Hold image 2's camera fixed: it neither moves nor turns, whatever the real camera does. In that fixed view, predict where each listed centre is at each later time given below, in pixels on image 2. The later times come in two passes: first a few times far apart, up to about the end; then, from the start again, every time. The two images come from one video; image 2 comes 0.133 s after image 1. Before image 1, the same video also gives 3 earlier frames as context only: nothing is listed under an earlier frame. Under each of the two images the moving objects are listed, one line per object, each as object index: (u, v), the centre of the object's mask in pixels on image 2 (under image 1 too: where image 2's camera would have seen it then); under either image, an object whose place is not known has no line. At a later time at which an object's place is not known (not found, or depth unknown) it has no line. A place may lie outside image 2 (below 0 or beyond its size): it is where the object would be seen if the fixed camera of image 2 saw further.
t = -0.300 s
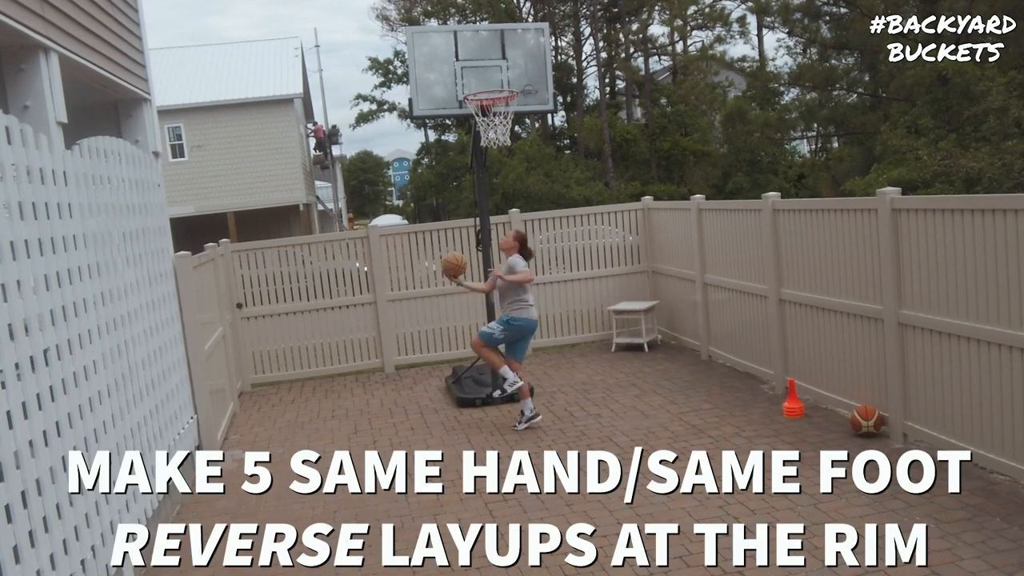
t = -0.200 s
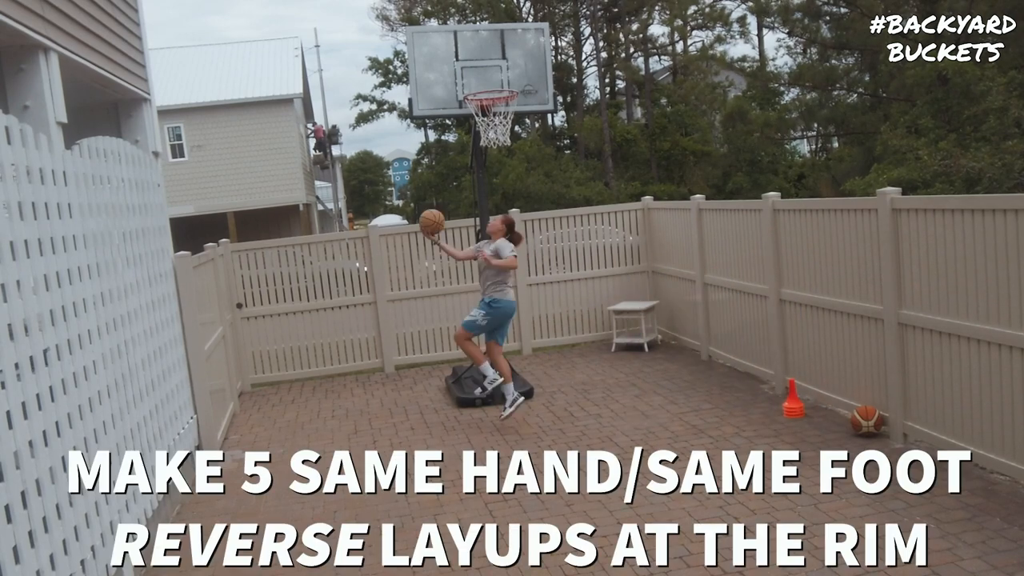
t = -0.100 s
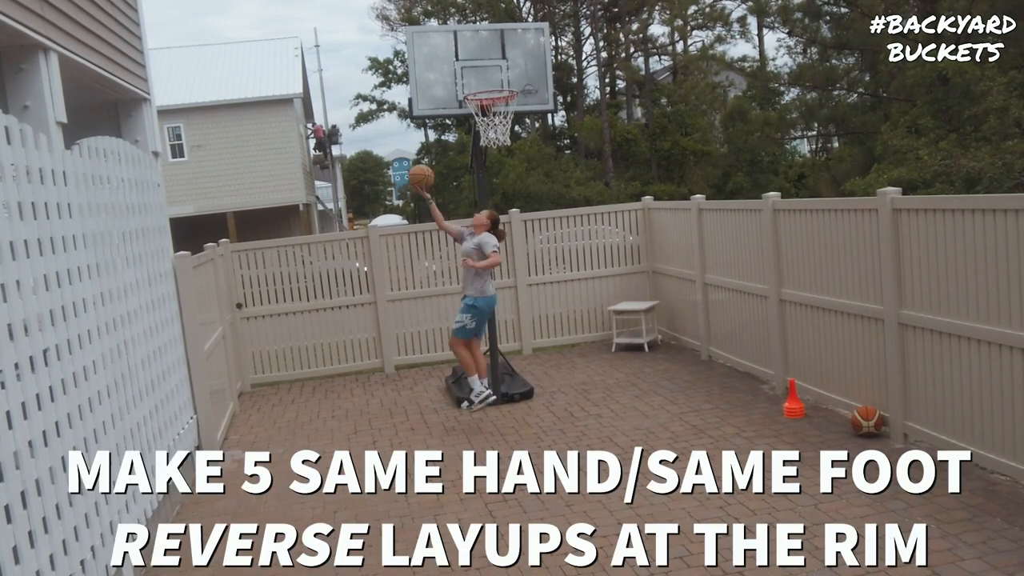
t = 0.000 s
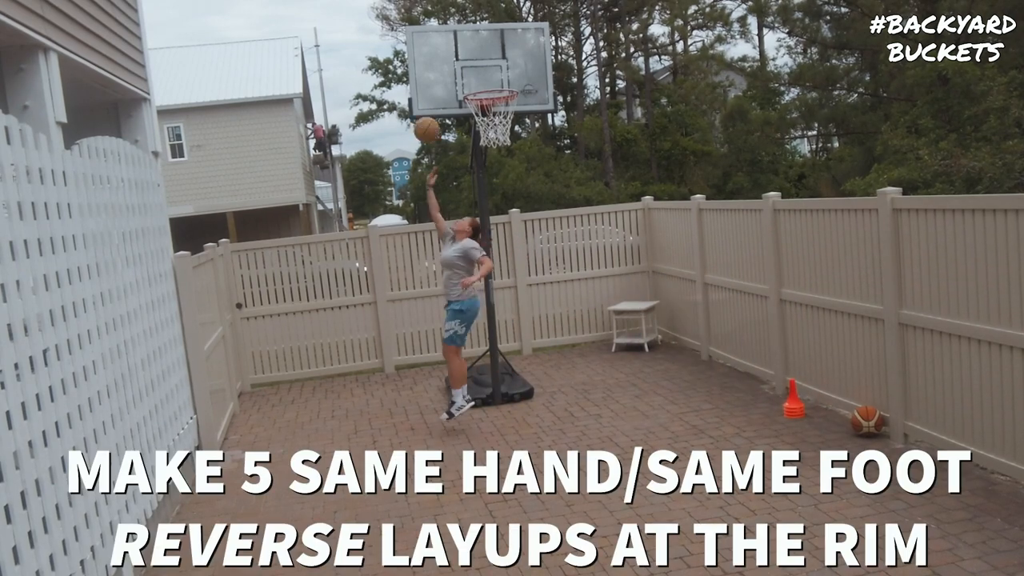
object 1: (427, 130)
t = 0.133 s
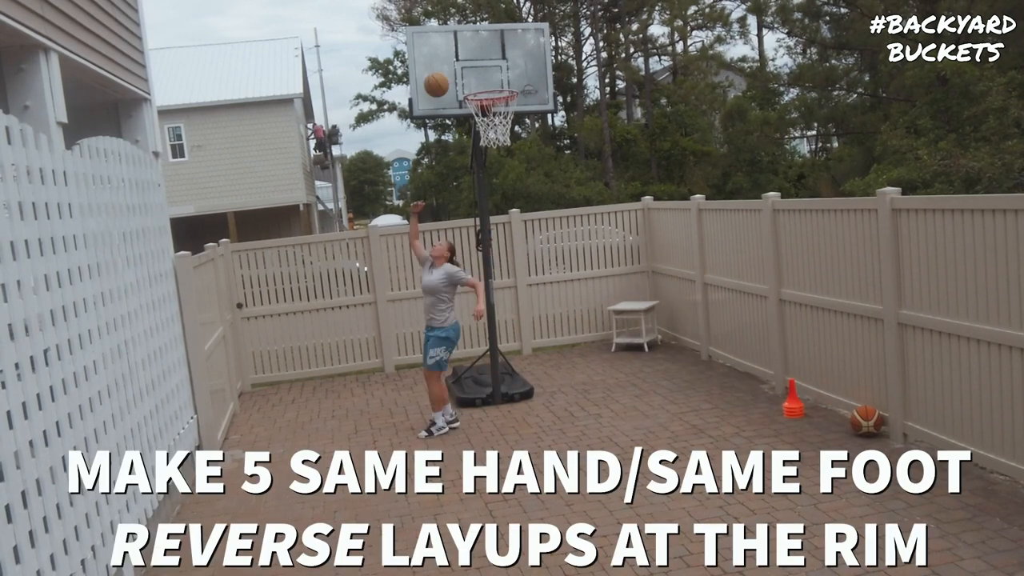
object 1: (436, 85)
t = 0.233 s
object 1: (446, 65)
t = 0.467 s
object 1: (472, 62)
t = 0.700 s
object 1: (504, 115)
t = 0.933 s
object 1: (517, 184)
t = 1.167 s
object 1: (536, 305)
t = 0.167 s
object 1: (439, 77)
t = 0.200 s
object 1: (443, 70)
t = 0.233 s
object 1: (446, 65)
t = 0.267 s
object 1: (450, 62)
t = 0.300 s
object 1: (453, 59)
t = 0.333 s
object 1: (457, 57)
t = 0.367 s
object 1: (461, 57)
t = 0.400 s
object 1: (464, 57)
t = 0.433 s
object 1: (469, 59)
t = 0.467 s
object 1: (472, 62)
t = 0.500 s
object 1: (477, 67)
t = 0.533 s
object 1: (480, 72)
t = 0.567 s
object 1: (485, 78)
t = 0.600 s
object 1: (490, 90)
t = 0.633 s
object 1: (495, 97)
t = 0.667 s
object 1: (498, 106)
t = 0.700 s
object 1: (504, 115)
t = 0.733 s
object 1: (508, 123)
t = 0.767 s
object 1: (509, 131)
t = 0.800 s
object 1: (510, 141)
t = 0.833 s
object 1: (512, 149)
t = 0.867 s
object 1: (513, 159)
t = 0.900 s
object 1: (515, 171)
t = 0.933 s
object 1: (517, 184)
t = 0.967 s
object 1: (520, 198)
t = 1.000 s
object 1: (522, 213)
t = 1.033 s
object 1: (525, 230)
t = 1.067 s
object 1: (527, 246)
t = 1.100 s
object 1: (530, 265)
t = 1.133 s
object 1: (533, 284)
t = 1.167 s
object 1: (536, 305)
